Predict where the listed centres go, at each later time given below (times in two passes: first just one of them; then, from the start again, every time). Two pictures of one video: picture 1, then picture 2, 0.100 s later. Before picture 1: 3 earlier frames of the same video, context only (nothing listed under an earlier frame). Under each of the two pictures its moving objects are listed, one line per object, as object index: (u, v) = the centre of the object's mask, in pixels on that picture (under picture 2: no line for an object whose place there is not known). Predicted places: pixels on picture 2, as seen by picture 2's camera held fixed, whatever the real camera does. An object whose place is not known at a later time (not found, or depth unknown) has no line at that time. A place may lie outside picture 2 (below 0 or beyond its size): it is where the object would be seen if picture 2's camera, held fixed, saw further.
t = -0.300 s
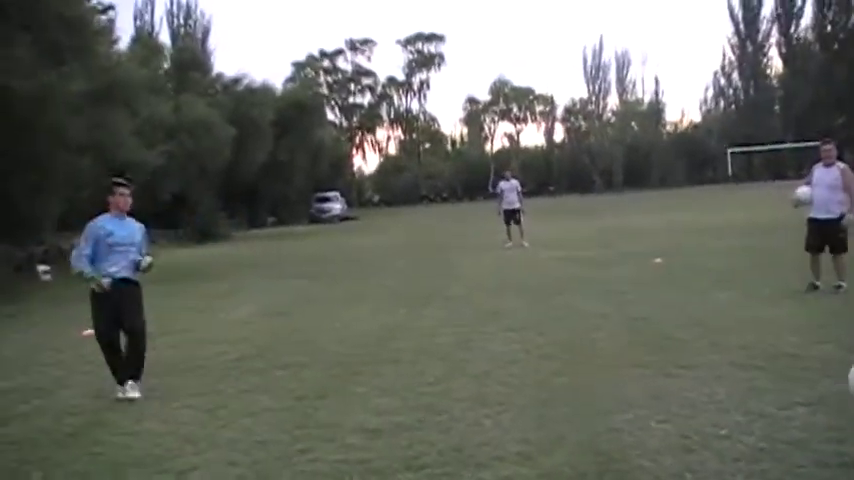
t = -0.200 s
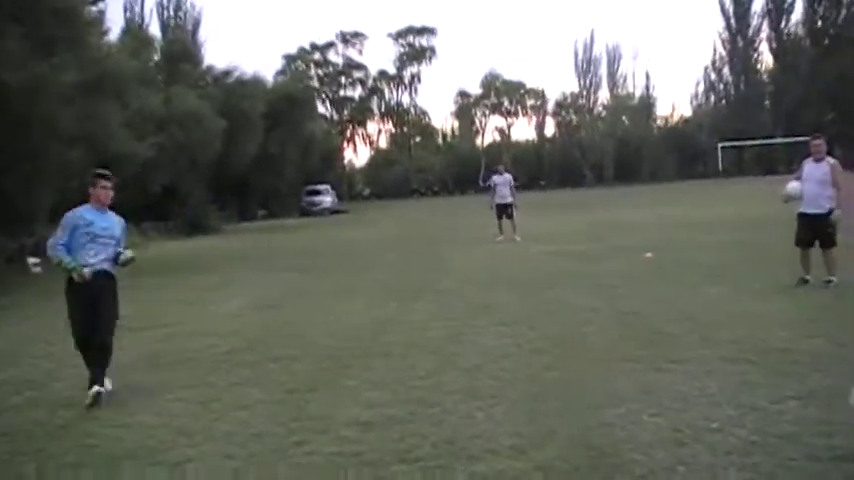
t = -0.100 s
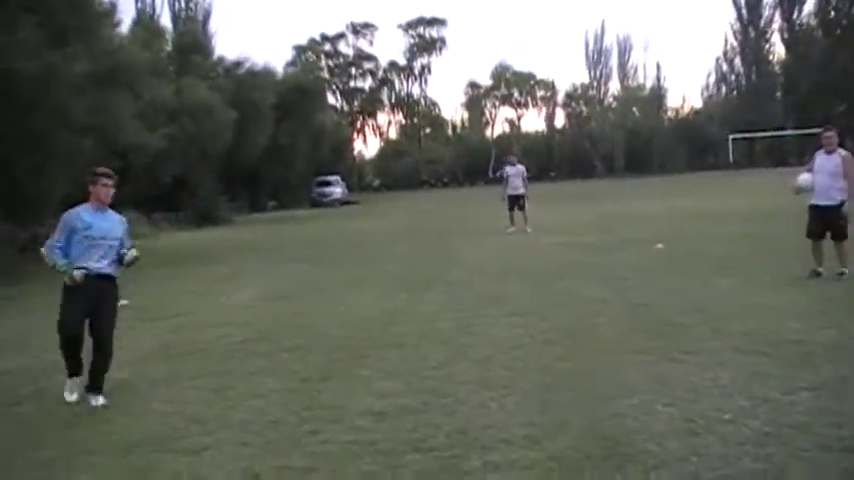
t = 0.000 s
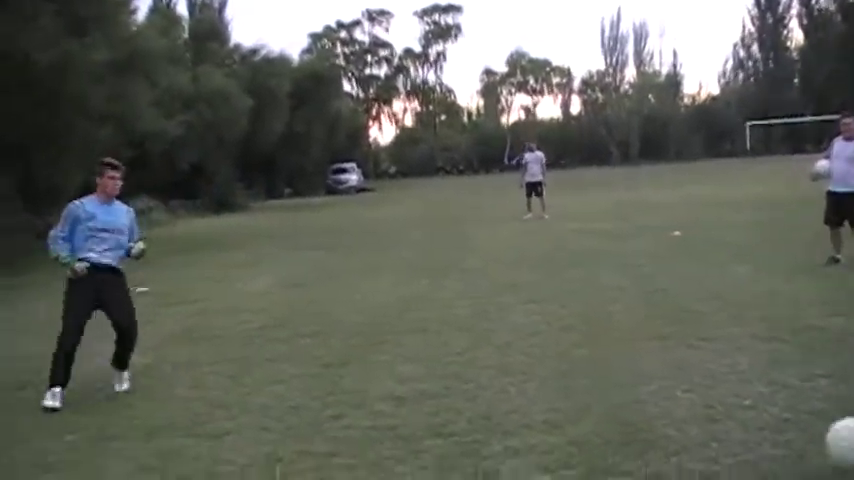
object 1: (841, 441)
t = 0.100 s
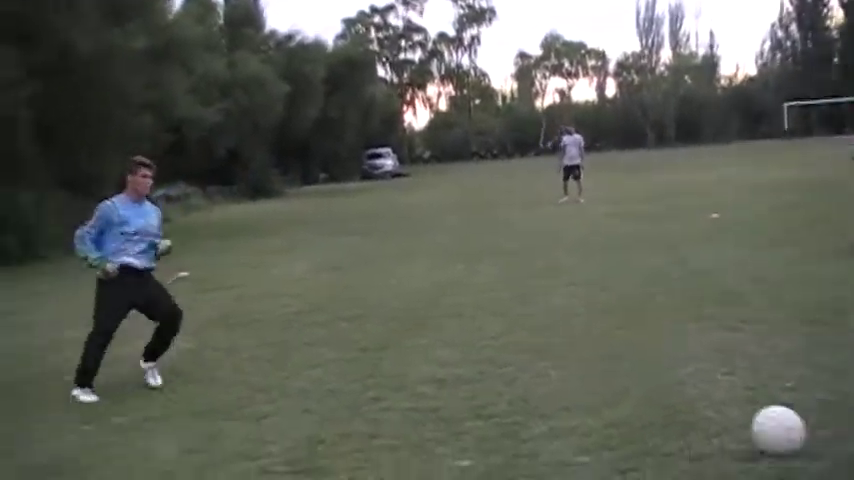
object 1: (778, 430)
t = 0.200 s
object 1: (701, 410)
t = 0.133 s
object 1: (749, 423)
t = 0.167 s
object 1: (724, 415)
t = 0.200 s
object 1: (701, 410)
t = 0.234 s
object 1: (678, 405)
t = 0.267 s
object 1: (656, 404)
